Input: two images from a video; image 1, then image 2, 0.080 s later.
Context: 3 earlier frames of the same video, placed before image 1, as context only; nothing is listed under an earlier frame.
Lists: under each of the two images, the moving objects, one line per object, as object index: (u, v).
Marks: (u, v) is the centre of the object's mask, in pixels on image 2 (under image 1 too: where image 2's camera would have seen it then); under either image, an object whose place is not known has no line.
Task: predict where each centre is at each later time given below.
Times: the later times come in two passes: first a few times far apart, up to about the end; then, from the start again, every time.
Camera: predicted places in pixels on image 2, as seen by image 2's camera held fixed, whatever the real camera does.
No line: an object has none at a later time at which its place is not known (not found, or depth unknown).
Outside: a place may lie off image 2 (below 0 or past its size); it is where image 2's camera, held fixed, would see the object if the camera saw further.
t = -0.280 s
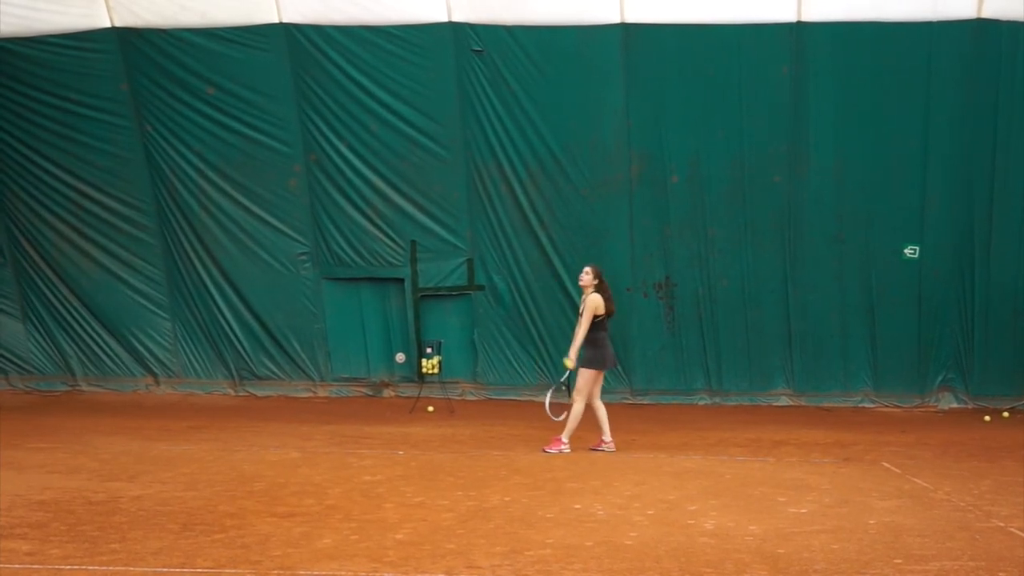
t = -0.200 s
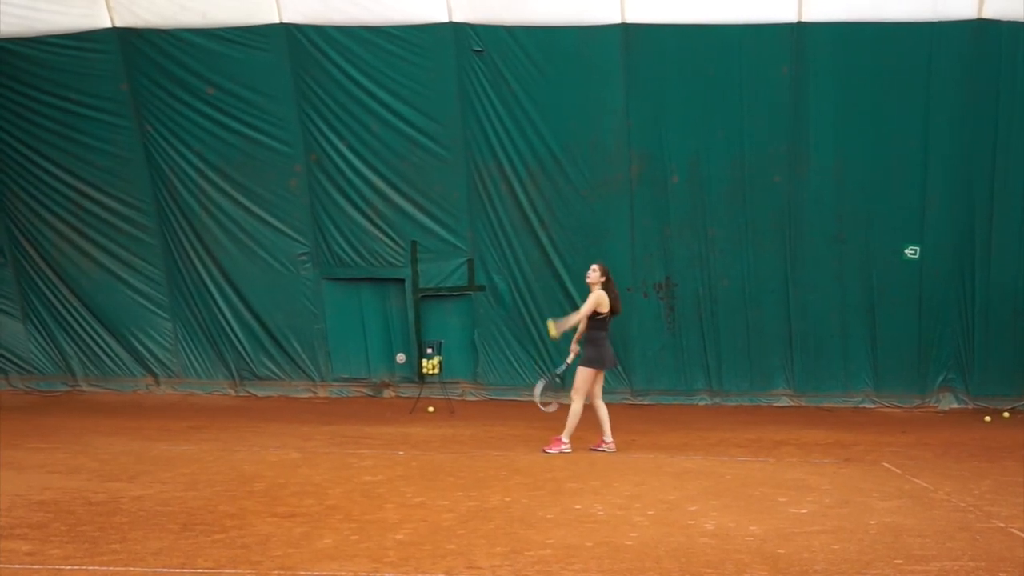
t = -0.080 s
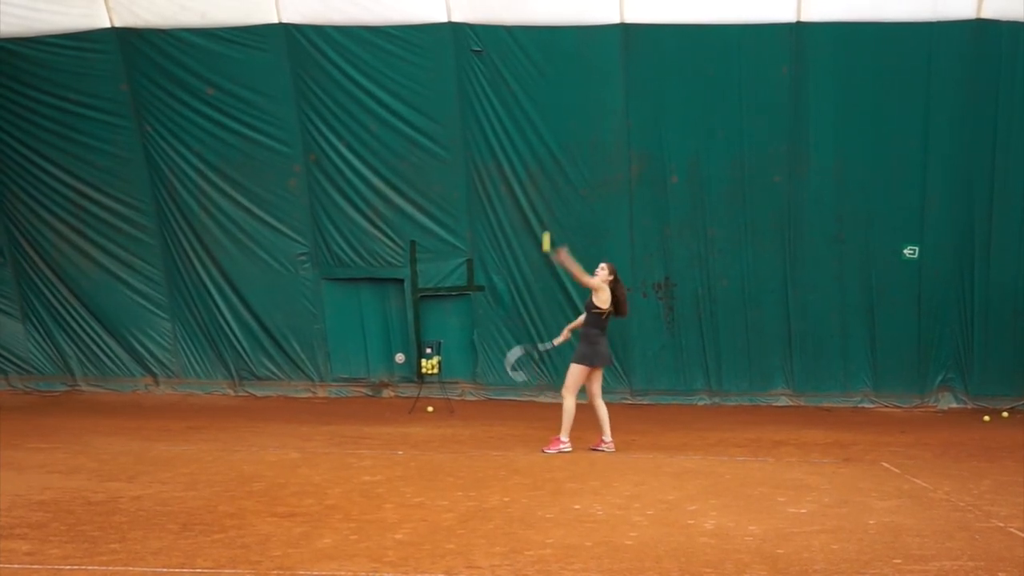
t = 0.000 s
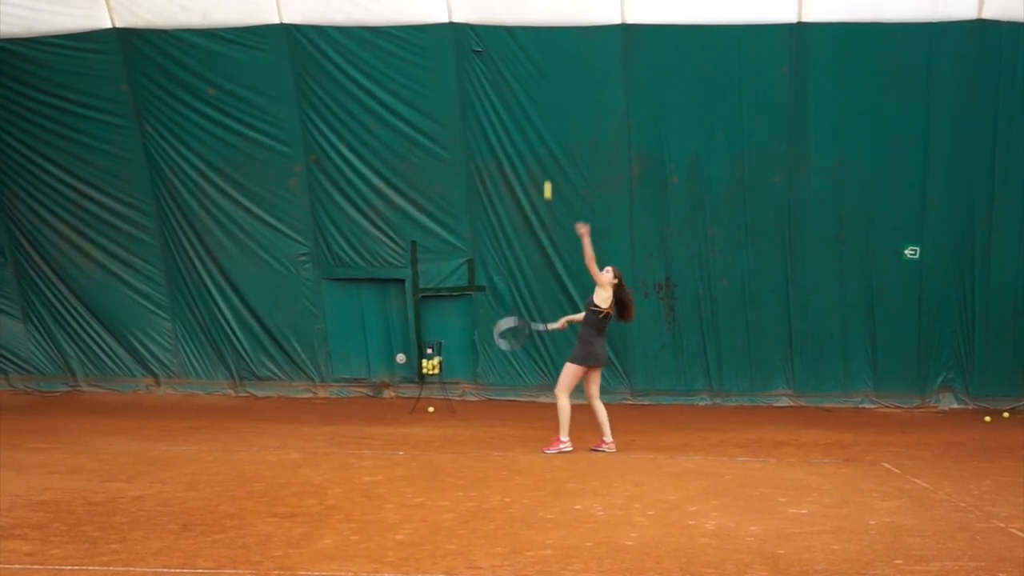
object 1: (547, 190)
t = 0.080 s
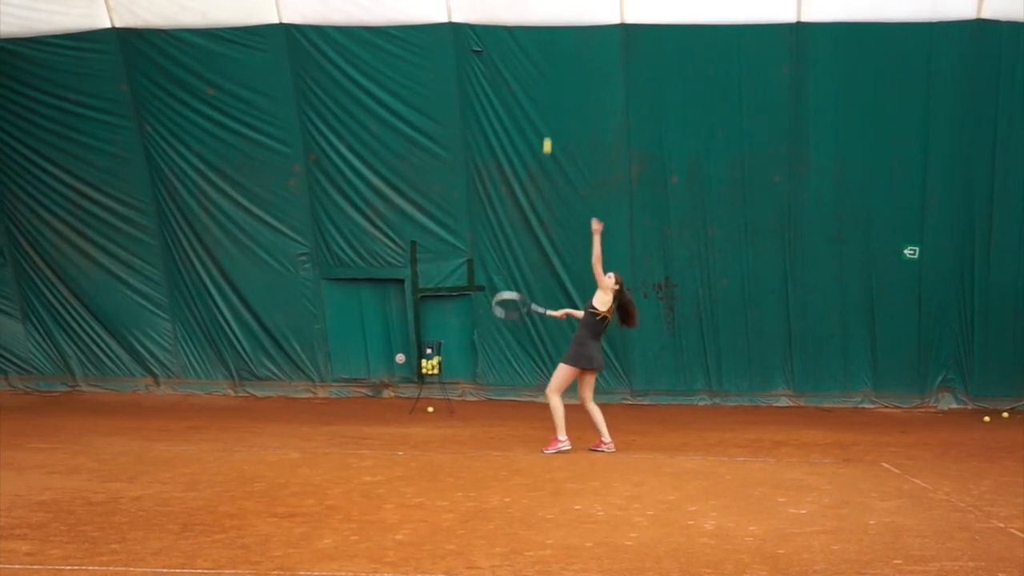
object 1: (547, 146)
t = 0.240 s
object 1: (547, 78)
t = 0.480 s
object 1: (545, 33)
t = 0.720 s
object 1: (543, 54)
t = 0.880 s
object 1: (540, 106)
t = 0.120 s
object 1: (547, 126)
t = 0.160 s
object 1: (547, 108)
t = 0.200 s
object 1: (547, 93)
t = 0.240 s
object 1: (547, 78)
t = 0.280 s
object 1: (547, 65)
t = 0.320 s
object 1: (546, 56)
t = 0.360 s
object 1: (546, 47)
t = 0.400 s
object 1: (546, 41)
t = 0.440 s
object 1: (546, 36)
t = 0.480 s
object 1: (545, 33)
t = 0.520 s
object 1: (545, 32)
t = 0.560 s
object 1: (544, 33)
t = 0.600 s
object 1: (544, 35)
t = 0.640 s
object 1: (544, 40)
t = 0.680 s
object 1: (543, 46)
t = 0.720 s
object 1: (543, 54)
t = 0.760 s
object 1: (542, 65)
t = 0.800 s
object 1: (542, 77)
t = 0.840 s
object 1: (541, 90)
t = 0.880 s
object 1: (540, 106)
